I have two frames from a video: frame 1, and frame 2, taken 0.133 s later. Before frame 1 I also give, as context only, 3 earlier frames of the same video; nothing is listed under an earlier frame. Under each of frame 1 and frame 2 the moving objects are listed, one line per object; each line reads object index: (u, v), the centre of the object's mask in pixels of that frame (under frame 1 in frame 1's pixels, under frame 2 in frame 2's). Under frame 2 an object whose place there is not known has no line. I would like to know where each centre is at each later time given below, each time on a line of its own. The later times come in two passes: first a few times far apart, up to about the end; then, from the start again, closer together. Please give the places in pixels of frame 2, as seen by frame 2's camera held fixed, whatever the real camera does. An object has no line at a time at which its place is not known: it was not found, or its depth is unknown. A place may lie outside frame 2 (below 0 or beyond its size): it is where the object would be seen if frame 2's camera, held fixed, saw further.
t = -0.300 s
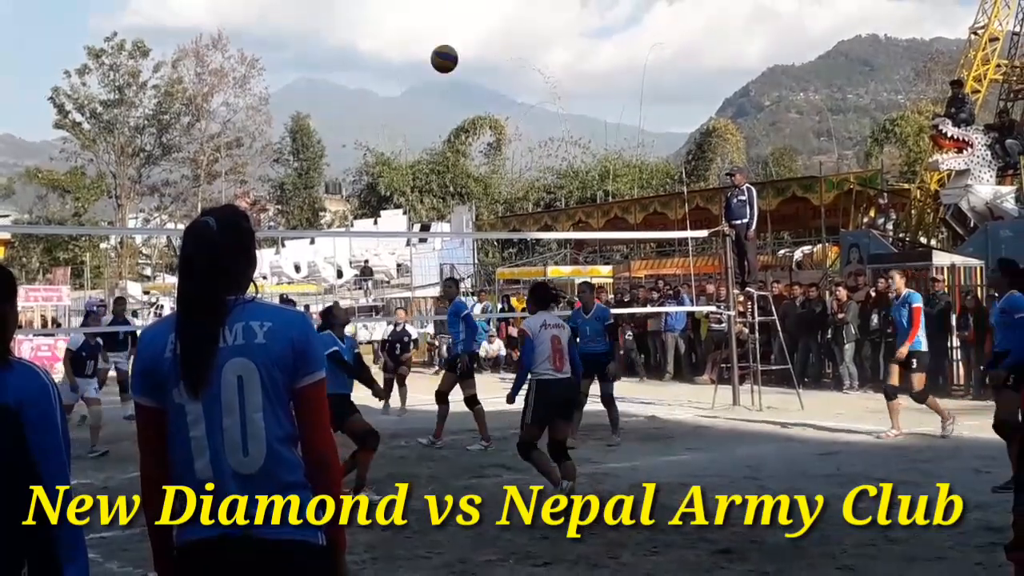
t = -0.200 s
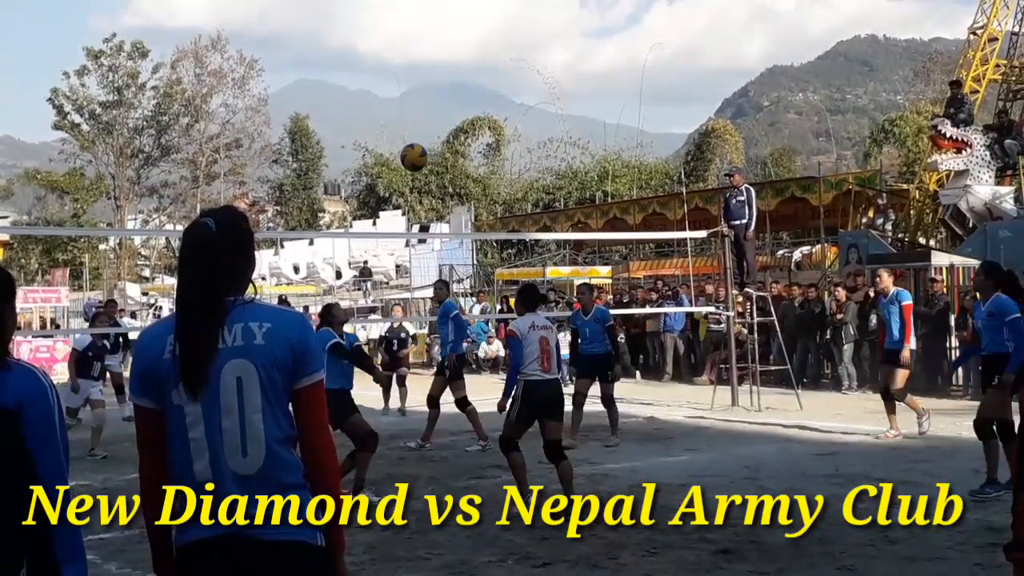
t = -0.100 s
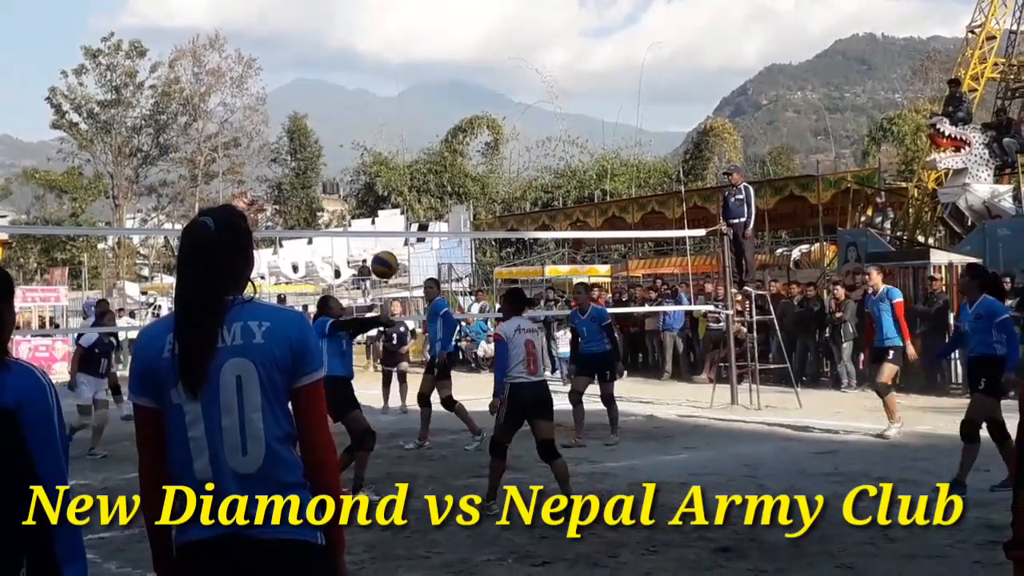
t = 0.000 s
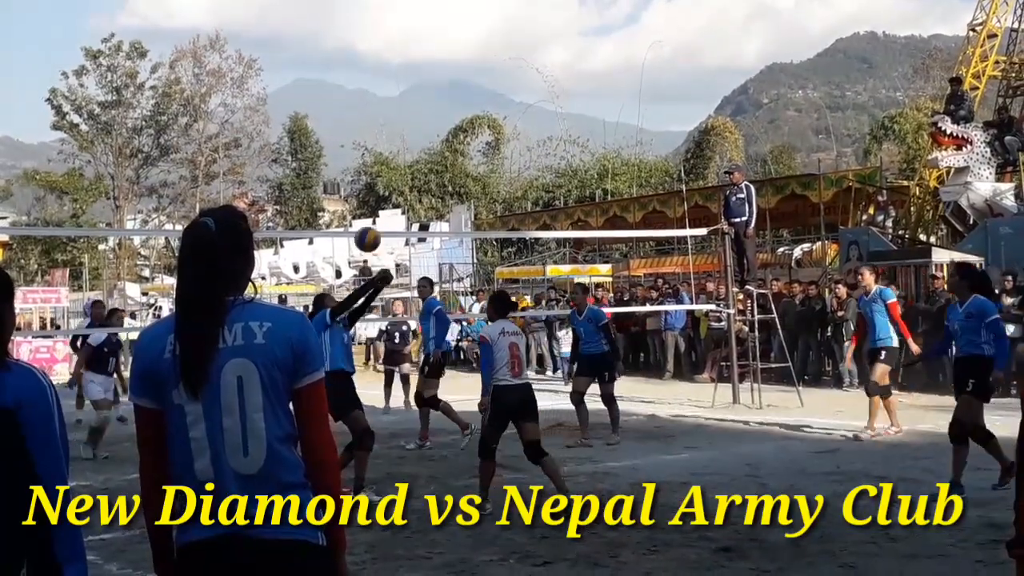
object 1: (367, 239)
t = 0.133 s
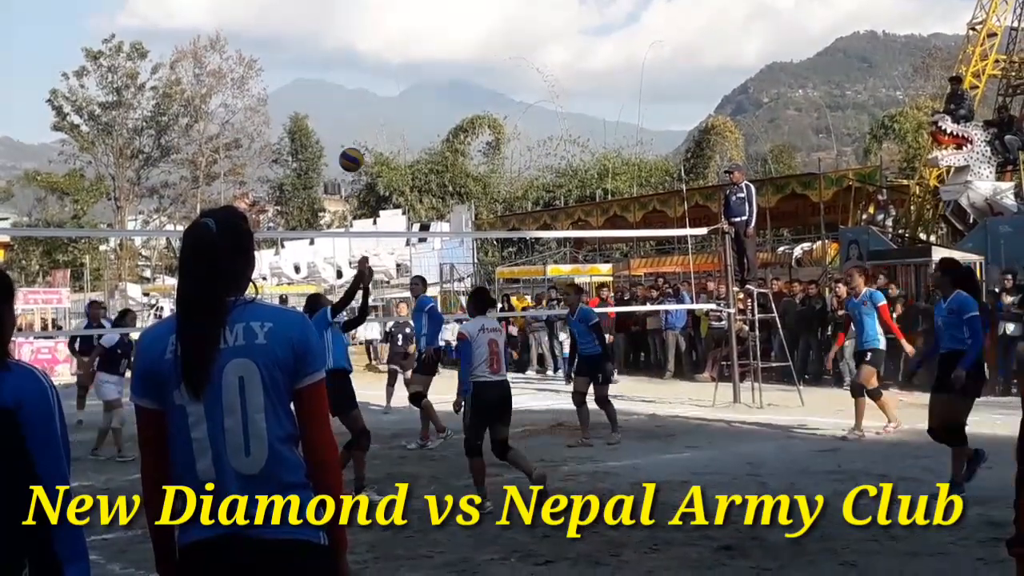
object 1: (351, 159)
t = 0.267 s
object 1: (338, 110)
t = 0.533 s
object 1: (317, 80)
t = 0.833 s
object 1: (301, 129)
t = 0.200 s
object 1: (344, 131)
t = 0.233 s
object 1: (341, 119)
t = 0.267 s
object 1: (338, 110)
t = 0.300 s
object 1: (335, 101)
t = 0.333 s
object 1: (332, 94)
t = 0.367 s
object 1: (329, 89)
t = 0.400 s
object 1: (326, 85)
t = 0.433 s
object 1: (324, 82)
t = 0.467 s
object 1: (322, 80)
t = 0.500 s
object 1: (319, 80)
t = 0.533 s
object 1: (317, 80)
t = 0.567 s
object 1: (315, 82)
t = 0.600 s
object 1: (313, 85)
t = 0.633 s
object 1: (311, 89)
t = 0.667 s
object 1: (310, 93)
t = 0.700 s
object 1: (308, 99)
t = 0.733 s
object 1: (306, 106)
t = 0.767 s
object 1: (305, 113)
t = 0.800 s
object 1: (303, 121)
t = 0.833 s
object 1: (301, 129)
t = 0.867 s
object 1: (299, 140)
